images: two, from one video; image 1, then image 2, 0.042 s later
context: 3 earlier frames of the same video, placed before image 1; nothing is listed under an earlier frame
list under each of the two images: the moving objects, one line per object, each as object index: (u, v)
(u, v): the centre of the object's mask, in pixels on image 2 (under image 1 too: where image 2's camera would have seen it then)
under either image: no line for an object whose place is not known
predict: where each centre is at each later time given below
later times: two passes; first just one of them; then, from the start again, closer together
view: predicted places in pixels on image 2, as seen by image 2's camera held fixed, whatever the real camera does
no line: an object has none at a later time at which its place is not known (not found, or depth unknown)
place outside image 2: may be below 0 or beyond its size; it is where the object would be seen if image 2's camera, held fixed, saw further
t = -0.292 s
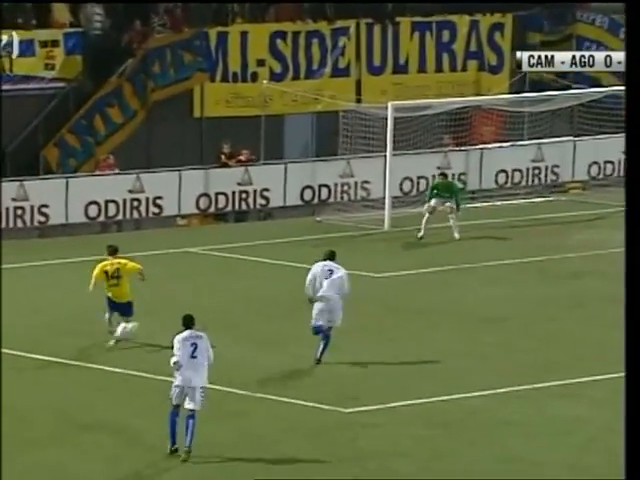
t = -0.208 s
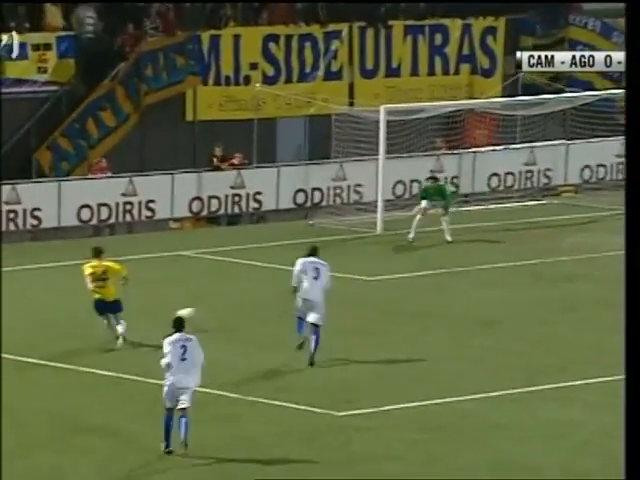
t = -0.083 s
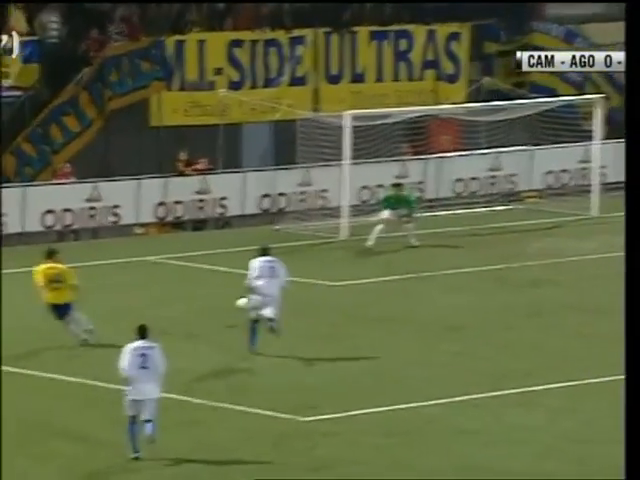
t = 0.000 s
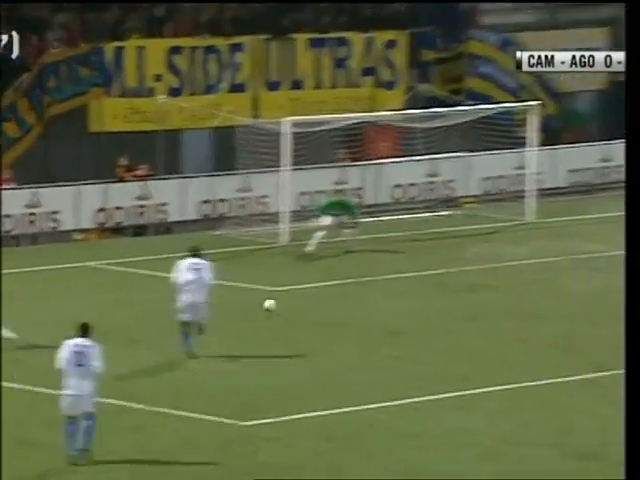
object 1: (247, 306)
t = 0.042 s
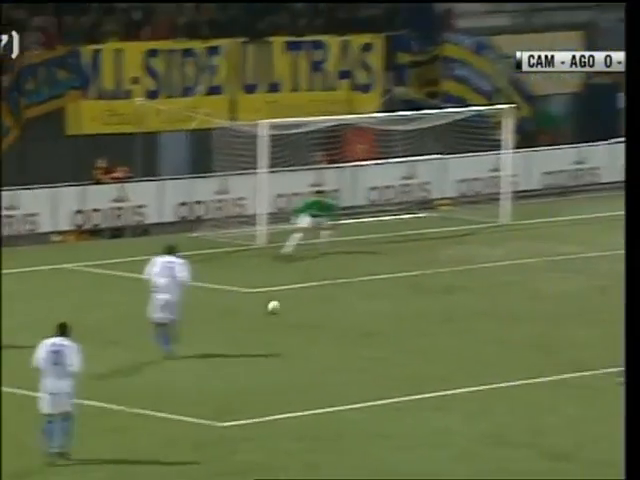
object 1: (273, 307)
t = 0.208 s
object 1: (369, 286)
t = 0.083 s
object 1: (298, 300)
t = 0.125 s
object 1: (322, 294)
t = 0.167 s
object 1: (346, 289)
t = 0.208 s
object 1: (369, 286)
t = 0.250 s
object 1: (393, 284)
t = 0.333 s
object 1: (438, 285)
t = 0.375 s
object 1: (458, 281)
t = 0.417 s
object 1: (478, 277)
